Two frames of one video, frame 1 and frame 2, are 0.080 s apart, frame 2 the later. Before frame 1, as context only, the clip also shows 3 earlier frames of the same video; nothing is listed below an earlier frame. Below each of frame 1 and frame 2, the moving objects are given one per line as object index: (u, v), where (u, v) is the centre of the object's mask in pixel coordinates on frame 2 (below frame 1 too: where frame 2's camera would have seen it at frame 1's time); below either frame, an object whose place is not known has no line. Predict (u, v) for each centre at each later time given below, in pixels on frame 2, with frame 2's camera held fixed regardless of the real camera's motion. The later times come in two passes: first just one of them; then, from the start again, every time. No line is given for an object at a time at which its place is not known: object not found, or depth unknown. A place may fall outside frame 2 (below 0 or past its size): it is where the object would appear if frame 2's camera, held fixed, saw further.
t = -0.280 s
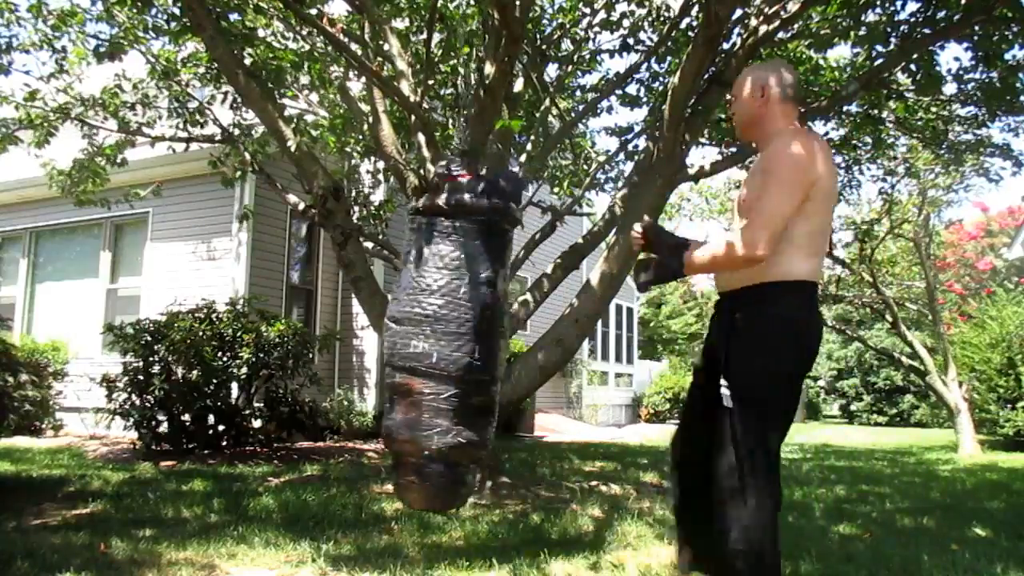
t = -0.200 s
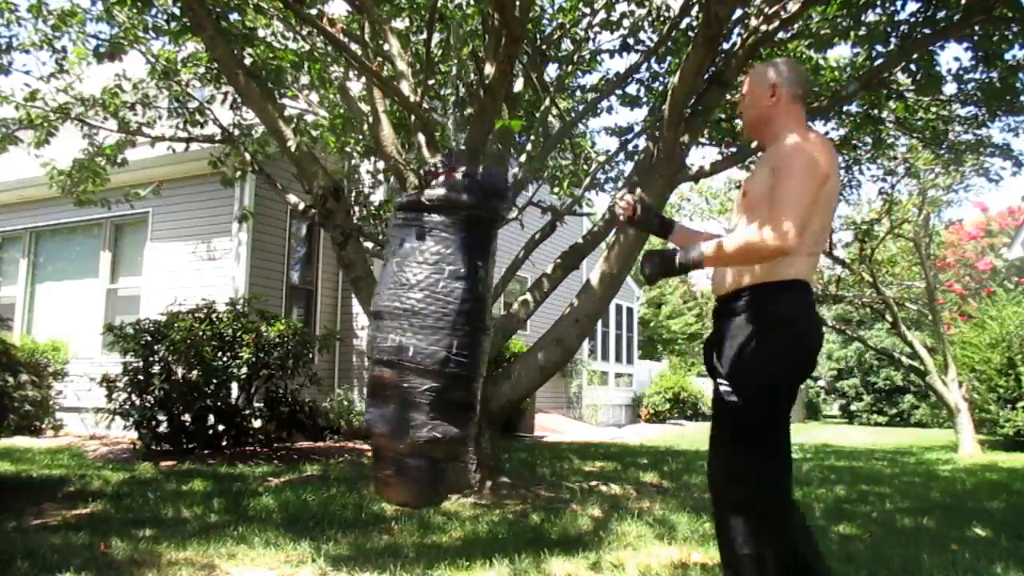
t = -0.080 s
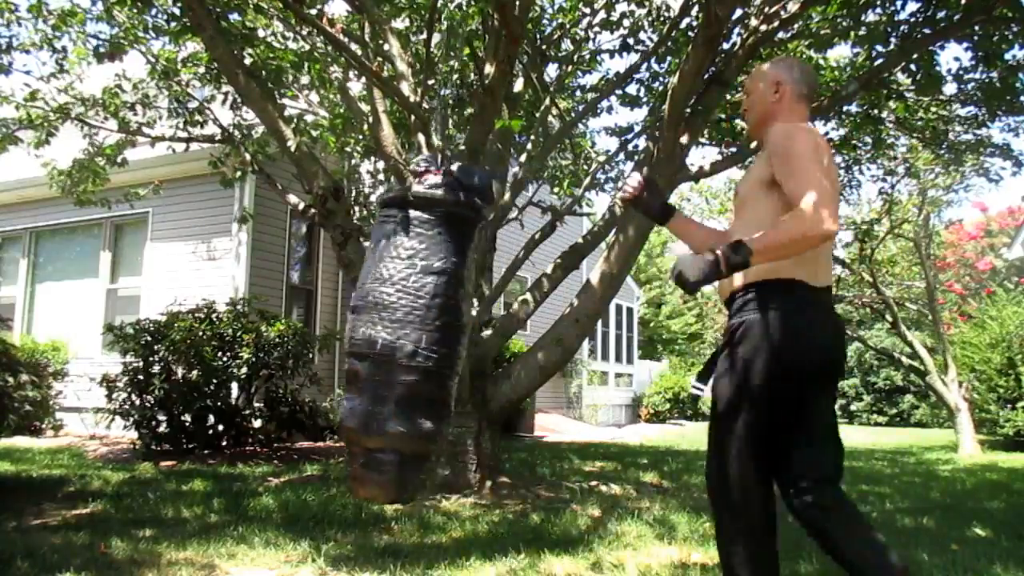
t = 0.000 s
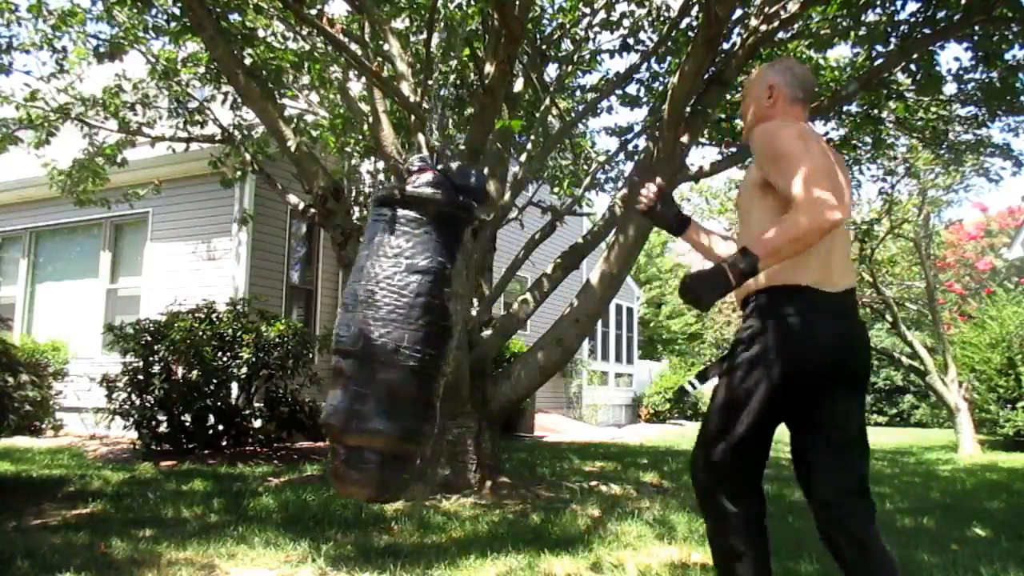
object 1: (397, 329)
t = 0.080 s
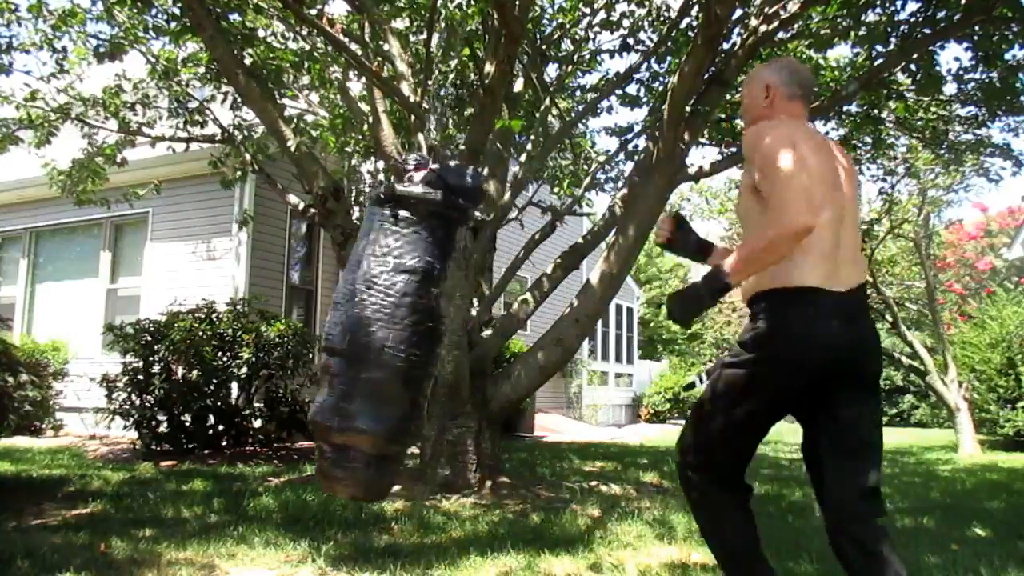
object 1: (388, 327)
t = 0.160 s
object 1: (381, 327)
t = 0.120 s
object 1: (384, 327)
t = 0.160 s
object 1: (381, 327)
